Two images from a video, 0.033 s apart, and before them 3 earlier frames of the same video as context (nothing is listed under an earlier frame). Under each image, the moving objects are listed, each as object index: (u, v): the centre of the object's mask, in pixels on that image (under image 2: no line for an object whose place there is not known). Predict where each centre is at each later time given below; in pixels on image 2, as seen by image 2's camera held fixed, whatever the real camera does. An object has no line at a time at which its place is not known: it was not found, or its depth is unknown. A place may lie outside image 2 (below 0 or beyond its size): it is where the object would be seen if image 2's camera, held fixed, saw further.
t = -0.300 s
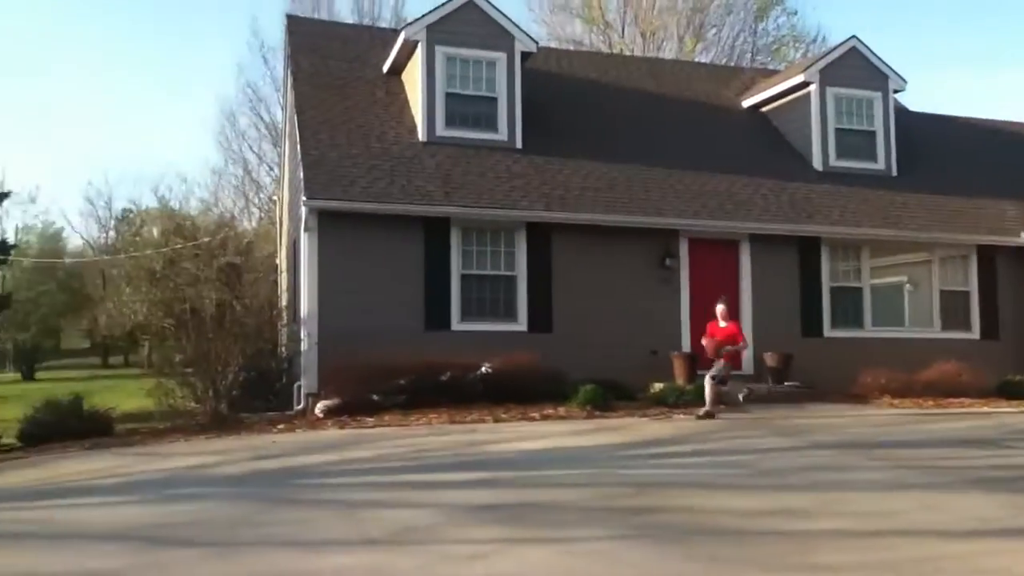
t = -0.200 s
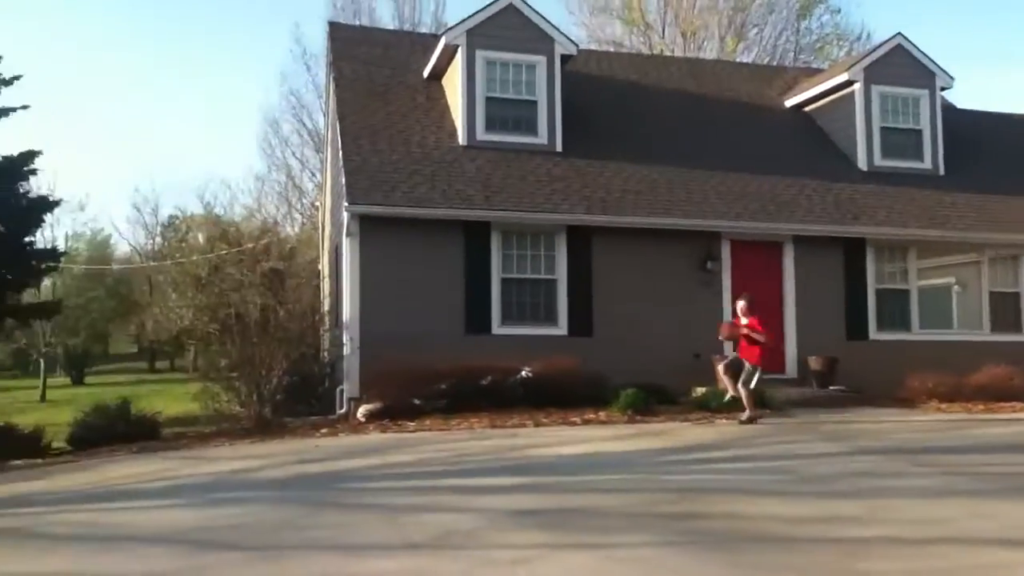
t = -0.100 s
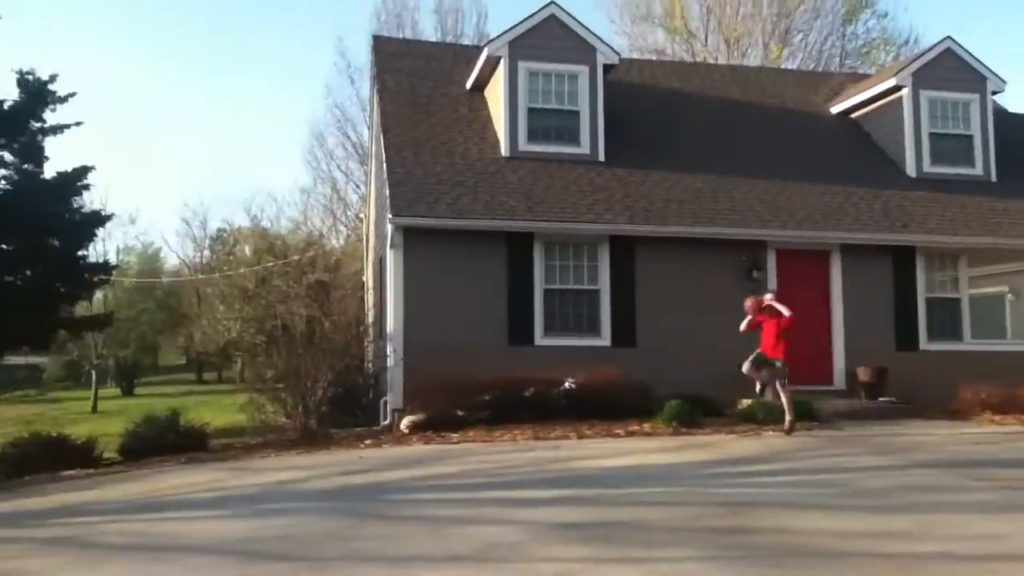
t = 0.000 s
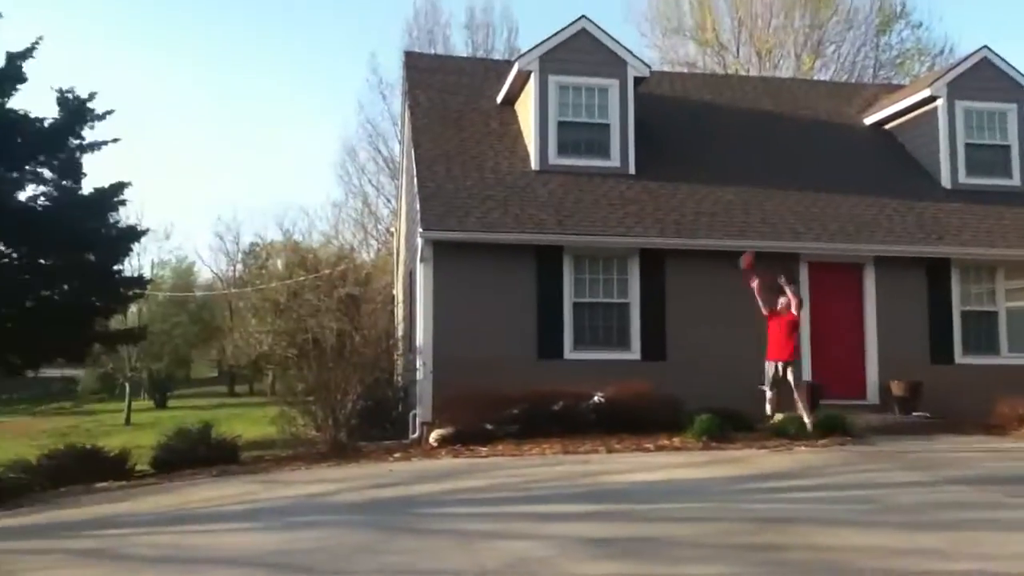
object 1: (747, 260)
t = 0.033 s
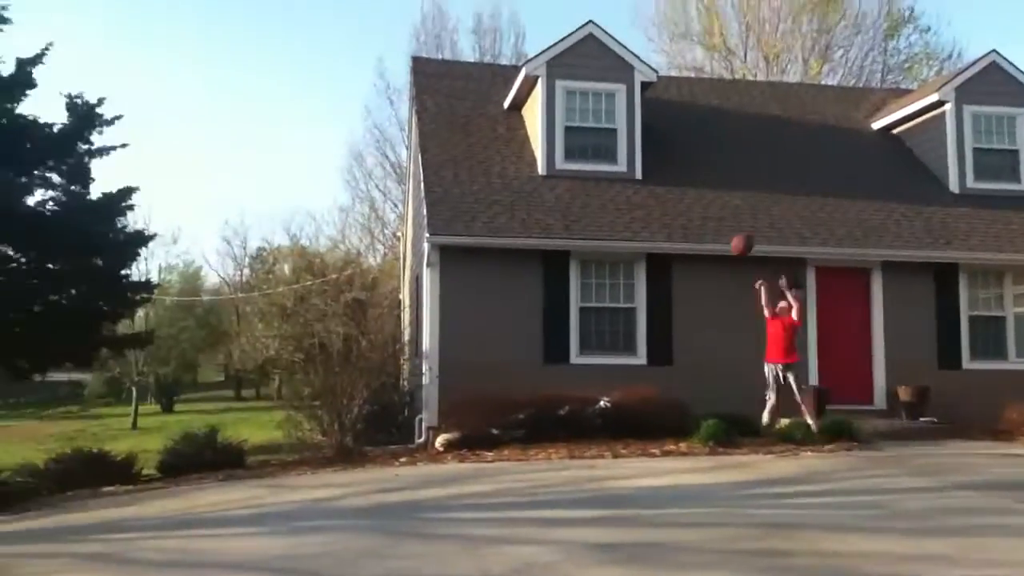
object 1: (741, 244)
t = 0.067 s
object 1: (725, 224)
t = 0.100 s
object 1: (709, 204)
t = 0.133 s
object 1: (691, 183)
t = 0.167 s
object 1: (671, 164)
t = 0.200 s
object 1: (656, 145)
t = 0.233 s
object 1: (638, 128)
